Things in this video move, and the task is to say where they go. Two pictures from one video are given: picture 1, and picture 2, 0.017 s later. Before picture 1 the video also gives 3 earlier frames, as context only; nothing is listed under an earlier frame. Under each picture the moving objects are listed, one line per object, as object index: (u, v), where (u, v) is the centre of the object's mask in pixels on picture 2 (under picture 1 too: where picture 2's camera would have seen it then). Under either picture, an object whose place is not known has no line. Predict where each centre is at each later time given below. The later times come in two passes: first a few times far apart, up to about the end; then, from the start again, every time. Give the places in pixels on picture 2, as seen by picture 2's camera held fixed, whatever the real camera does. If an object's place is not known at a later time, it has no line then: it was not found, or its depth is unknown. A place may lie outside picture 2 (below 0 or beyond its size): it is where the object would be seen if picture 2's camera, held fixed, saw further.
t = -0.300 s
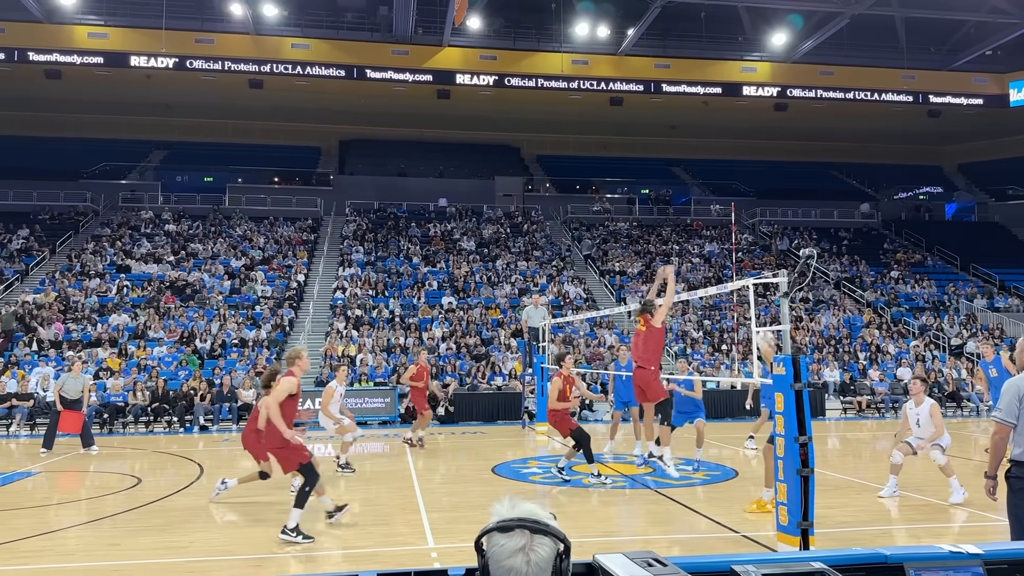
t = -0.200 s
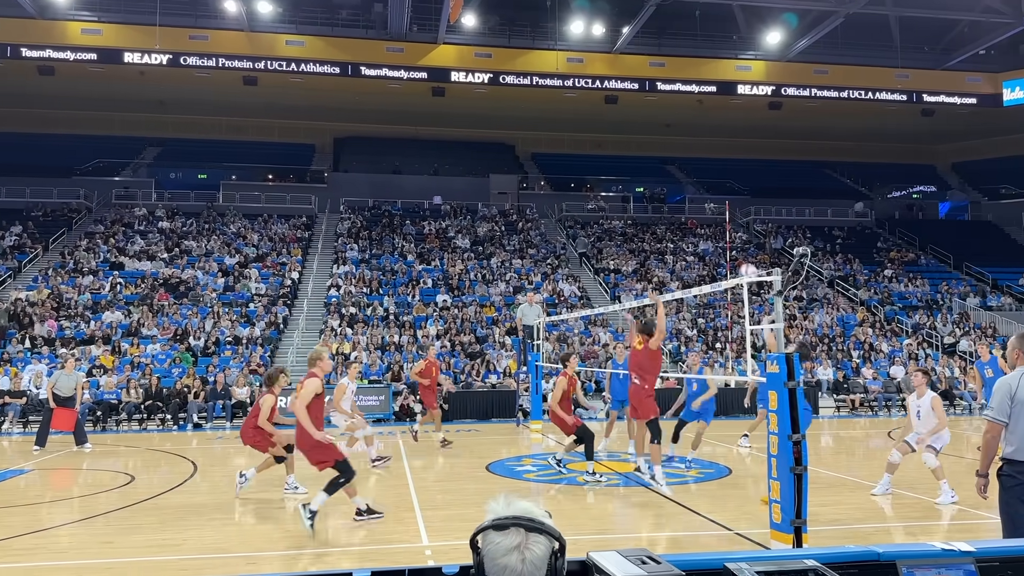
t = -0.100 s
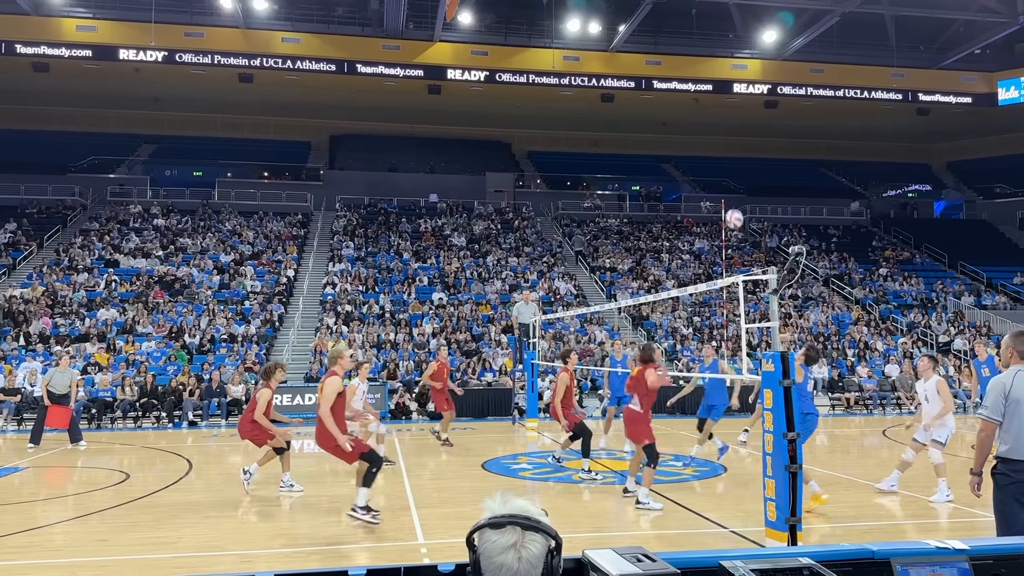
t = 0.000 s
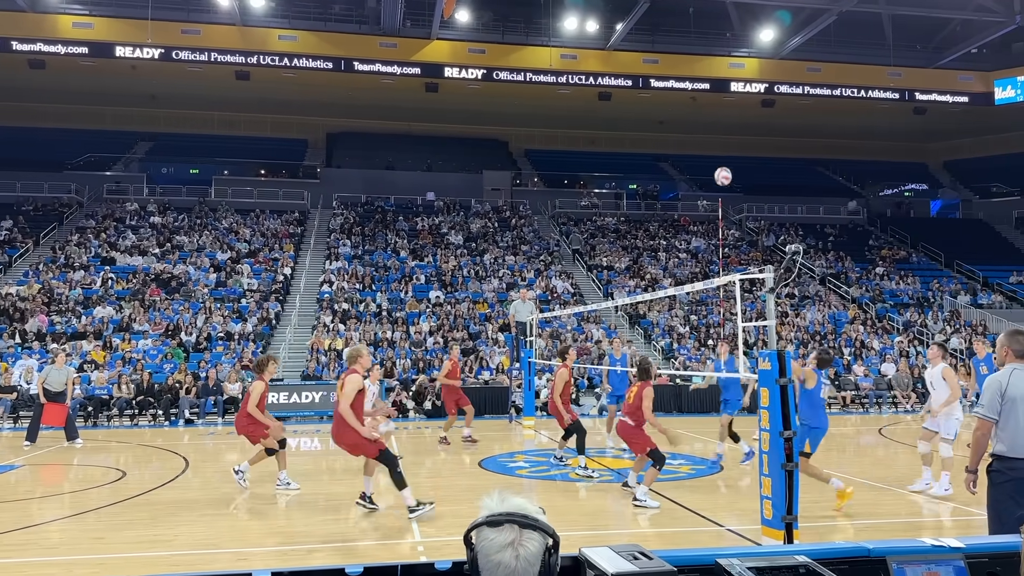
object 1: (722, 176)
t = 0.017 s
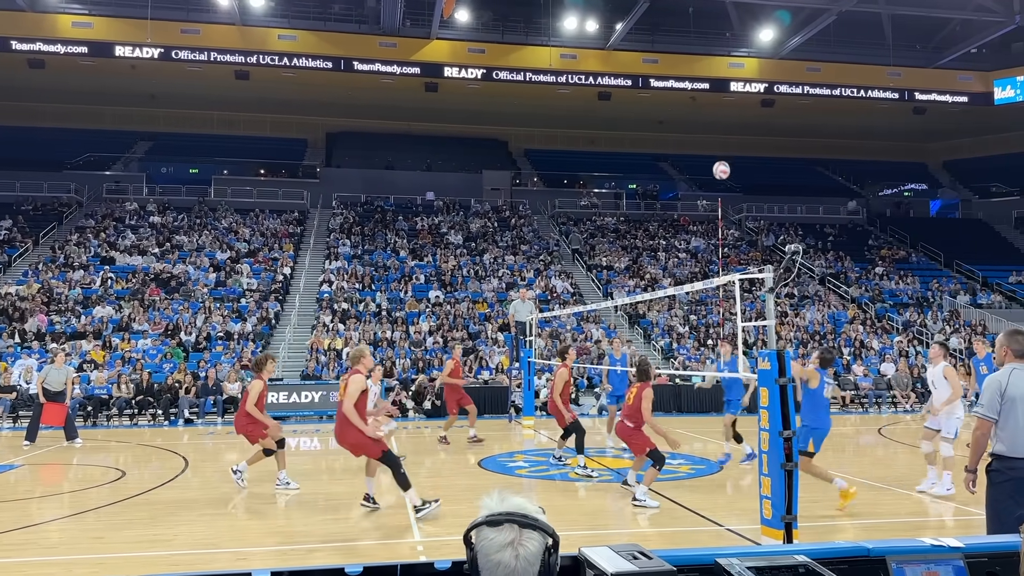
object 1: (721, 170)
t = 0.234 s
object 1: (705, 117)
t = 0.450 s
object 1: (691, 103)
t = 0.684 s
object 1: (677, 122)
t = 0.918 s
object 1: (666, 172)
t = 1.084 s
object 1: (658, 225)
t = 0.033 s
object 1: (720, 165)
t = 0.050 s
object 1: (719, 159)
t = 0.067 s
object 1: (717, 154)
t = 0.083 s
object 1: (716, 149)
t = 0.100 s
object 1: (715, 145)
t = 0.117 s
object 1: (714, 141)
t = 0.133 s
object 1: (712, 137)
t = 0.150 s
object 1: (711, 133)
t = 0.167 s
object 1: (710, 129)
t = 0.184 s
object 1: (709, 126)
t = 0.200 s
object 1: (708, 123)
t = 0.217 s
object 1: (706, 120)
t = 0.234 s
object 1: (705, 117)
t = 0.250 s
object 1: (704, 115)
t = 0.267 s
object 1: (703, 113)
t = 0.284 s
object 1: (702, 111)
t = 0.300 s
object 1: (700, 109)
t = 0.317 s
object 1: (699, 108)
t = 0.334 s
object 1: (698, 106)
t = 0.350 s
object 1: (697, 105)
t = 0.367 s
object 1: (696, 104)
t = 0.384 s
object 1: (695, 103)
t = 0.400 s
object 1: (694, 103)
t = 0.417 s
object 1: (693, 103)
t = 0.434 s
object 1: (692, 102)
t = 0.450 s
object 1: (691, 103)
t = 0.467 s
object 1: (690, 103)
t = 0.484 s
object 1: (689, 103)
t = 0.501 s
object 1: (688, 104)
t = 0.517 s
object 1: (687, 104)
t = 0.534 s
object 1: (686, 105)
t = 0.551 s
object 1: (685, 107)
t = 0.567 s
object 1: (684, 108)
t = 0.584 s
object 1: (683, 109)
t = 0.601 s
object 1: (682, 111)
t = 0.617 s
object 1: (681, 113)
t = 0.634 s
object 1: (680, 115)
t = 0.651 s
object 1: (679, 117)
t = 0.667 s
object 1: (678, 119)
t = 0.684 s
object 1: (677, 122)
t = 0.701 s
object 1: (677, 124)
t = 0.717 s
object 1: (676, 127)
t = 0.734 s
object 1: (675, 130)
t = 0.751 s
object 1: (674, 133)
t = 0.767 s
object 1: (673, 136)
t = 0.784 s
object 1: (672, 140)
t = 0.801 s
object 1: (671, 143)
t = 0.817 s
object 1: (671, 147)
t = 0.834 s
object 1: (670, 151)
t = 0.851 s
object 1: (669, 155)
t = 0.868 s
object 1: (668, 159)
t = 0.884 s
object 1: (667, 163)
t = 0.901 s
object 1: (667, 168)
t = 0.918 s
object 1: (666, 172)
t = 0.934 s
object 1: (665, 177)
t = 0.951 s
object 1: (664, 182)
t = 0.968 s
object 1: (663, 186)
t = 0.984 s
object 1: (663, 192)
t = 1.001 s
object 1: (662, 197)
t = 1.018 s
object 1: (661, 203)
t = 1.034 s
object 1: (660, 208)
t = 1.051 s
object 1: (660, 214)
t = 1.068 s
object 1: (659, 219)
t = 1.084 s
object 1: (658, 225)
